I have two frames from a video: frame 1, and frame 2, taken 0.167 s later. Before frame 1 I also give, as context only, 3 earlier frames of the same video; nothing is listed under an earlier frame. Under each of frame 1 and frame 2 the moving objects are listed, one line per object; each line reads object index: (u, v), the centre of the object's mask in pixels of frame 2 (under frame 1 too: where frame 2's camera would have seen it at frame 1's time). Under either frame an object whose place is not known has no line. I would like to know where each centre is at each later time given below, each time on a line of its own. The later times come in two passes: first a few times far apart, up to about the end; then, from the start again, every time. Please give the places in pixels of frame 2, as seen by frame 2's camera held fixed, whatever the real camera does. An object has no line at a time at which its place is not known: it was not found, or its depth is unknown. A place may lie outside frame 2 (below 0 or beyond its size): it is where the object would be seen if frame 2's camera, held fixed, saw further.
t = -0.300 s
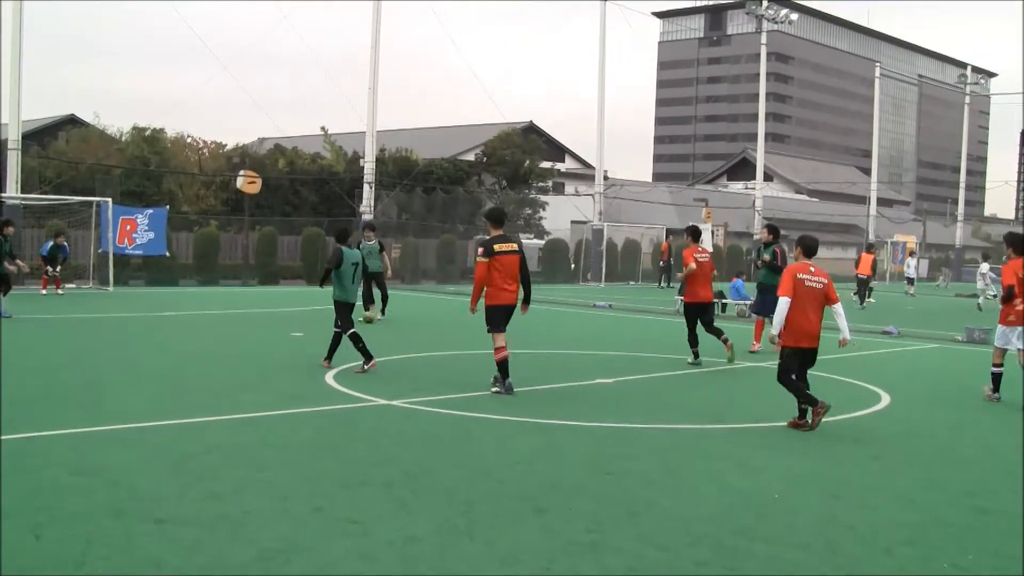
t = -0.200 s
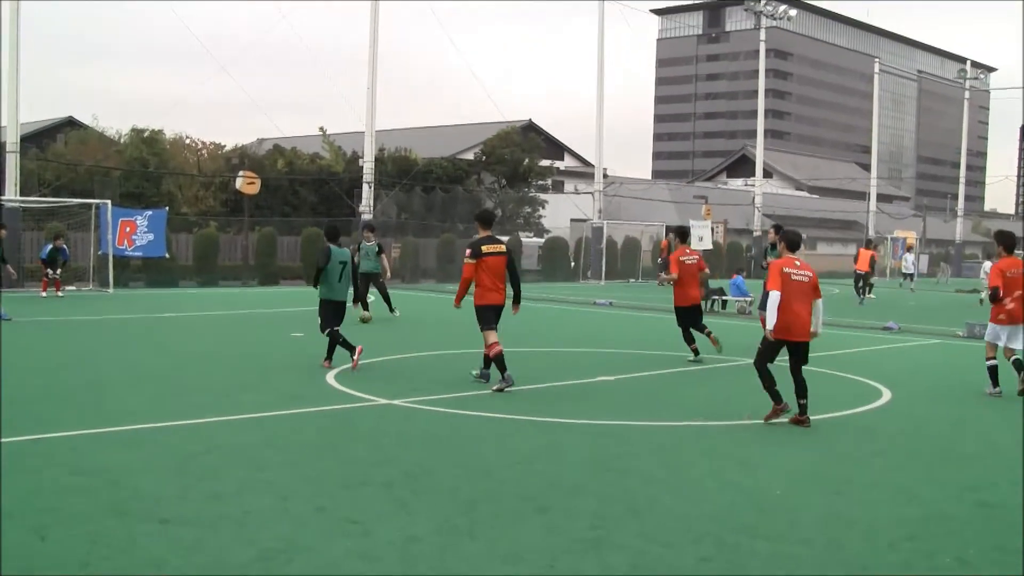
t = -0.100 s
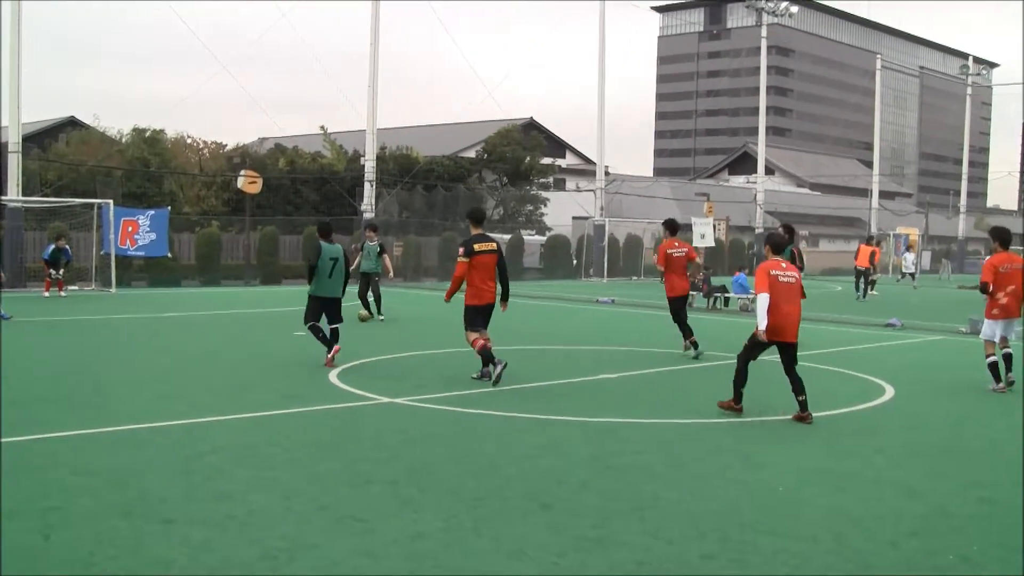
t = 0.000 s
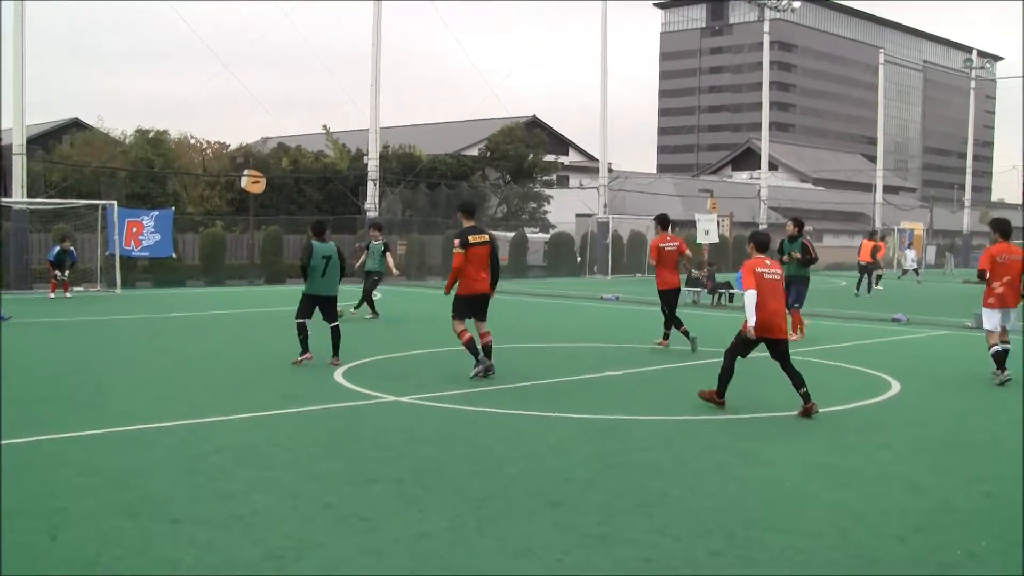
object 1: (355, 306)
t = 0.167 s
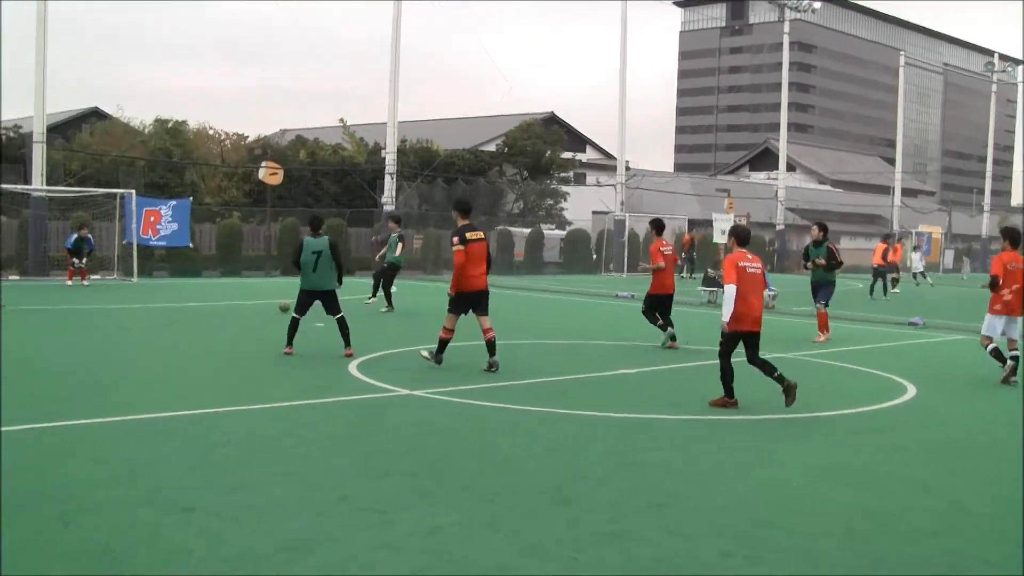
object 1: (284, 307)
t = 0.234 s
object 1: (260, 306)
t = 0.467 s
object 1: (187, 306)
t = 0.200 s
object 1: (272, 306)
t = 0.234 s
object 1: (260, 306)
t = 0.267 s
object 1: (248, 306)
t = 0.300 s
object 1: (237, 306)
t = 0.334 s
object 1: (226, 306)
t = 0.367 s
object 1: (215, 306)
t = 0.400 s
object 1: (205, 306)
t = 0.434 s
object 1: (196, 306)
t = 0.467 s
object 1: (187, 306)
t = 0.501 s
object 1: (179, 306)
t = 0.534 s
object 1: (172, 306)
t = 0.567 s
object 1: (164, 306)
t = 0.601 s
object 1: (156, 307)
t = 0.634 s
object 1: (148, 307)
